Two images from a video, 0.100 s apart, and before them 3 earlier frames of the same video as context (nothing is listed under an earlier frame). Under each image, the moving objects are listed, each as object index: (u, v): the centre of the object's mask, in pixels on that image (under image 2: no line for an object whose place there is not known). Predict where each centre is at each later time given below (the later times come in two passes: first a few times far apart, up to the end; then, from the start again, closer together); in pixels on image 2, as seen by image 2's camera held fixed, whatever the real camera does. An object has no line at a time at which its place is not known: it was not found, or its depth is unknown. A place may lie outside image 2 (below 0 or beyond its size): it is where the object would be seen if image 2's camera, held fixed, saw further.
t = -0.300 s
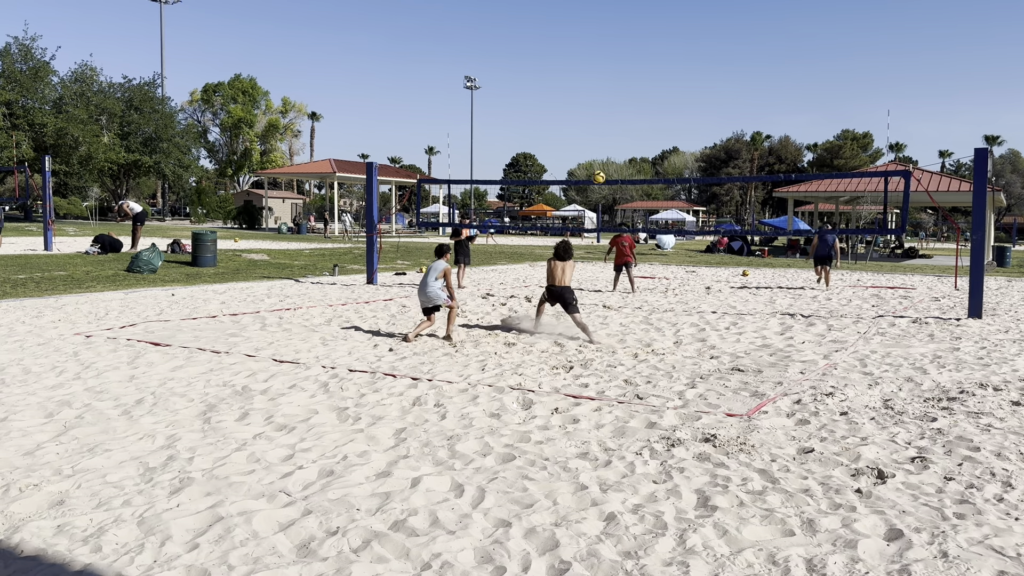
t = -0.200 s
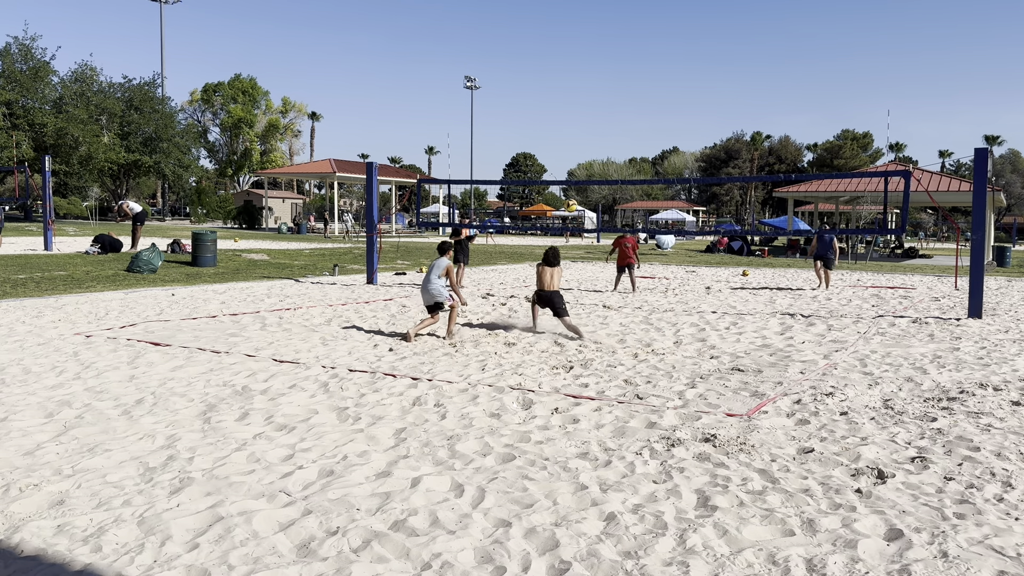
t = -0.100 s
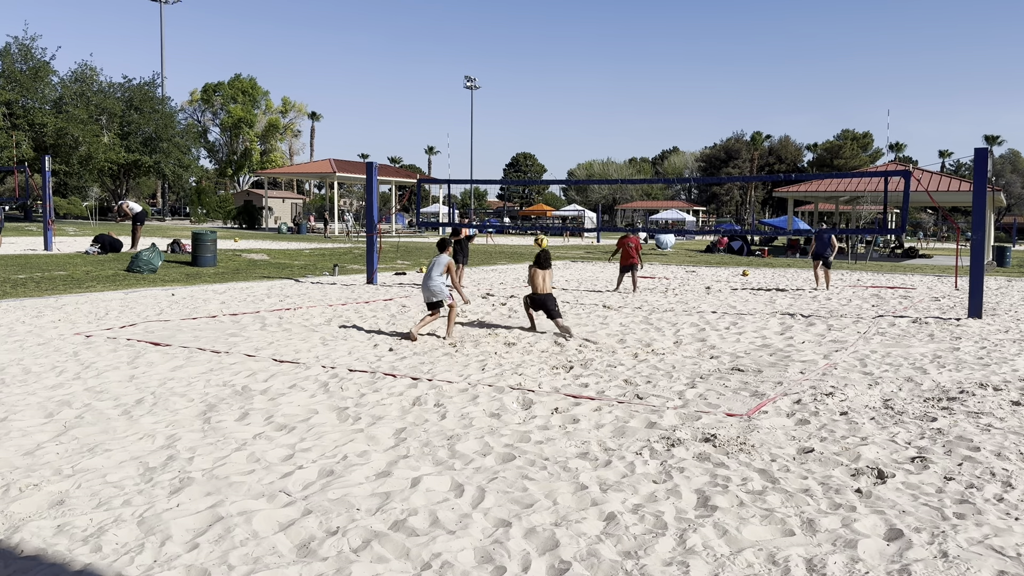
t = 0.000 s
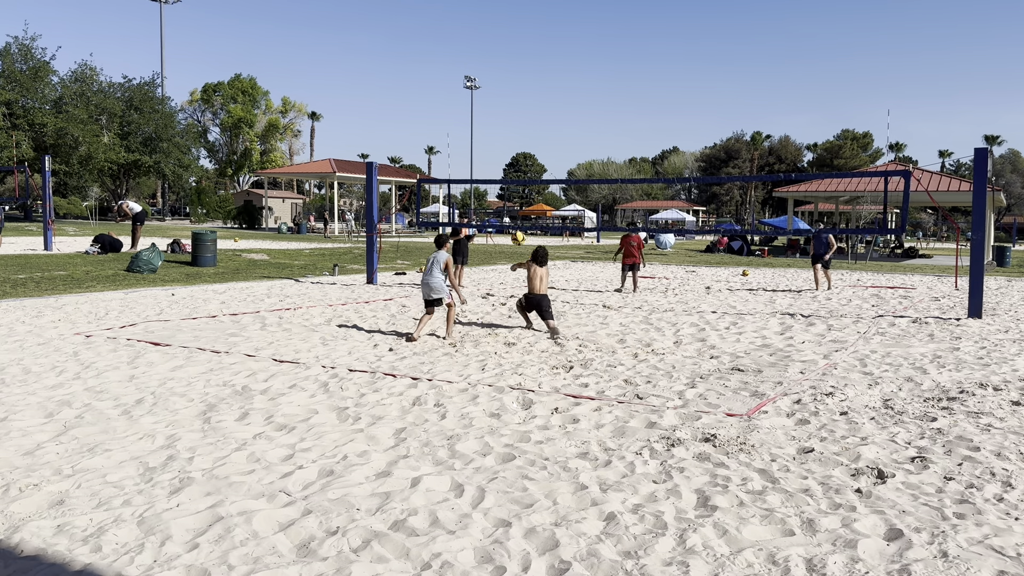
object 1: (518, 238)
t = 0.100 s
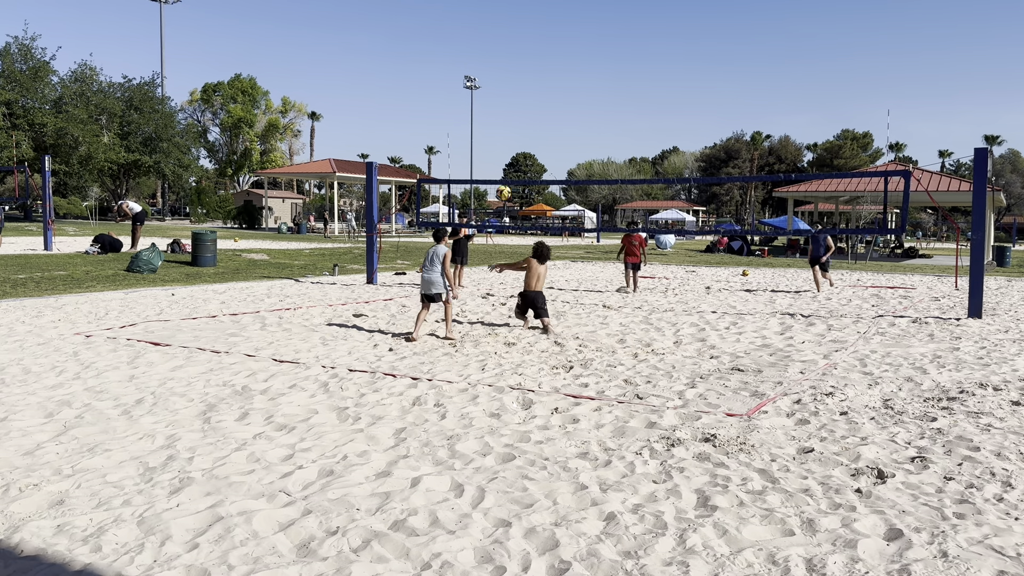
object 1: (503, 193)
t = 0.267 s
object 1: (479, 130)
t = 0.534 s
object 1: (438, 70)
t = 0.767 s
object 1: (404, 59)
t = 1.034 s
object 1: (367, 96)
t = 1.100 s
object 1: (358, 113)
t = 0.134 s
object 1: (498, 179)
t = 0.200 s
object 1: (488, 153)
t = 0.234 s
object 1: (483, 141)
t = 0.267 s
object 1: (479, 130)
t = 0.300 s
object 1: (473, 120)
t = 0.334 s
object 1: (468, 111)
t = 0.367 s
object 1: (463, 102)
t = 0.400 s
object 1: (458, 94)
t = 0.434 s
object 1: (453, 87)
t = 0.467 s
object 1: (448, 80)
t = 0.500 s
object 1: (443, 75)
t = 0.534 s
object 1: (438, 70)
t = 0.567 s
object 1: (433, 66)
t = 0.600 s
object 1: (428, 63)
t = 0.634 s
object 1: (423, 60)
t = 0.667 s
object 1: (418, 59)
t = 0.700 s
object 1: (414, 58)
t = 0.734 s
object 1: (409, 58)
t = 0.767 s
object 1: (404, 59)
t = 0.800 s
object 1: (399, 61)
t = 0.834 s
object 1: (394, 63)
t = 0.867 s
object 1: (390, 66)
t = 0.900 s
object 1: (385, 71)
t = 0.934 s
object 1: (380, 76)
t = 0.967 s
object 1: (376, 81)
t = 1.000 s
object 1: (371, 88)
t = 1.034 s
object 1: (367, 96)
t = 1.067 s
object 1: (362, 104)
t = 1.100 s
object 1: (358, 113)
